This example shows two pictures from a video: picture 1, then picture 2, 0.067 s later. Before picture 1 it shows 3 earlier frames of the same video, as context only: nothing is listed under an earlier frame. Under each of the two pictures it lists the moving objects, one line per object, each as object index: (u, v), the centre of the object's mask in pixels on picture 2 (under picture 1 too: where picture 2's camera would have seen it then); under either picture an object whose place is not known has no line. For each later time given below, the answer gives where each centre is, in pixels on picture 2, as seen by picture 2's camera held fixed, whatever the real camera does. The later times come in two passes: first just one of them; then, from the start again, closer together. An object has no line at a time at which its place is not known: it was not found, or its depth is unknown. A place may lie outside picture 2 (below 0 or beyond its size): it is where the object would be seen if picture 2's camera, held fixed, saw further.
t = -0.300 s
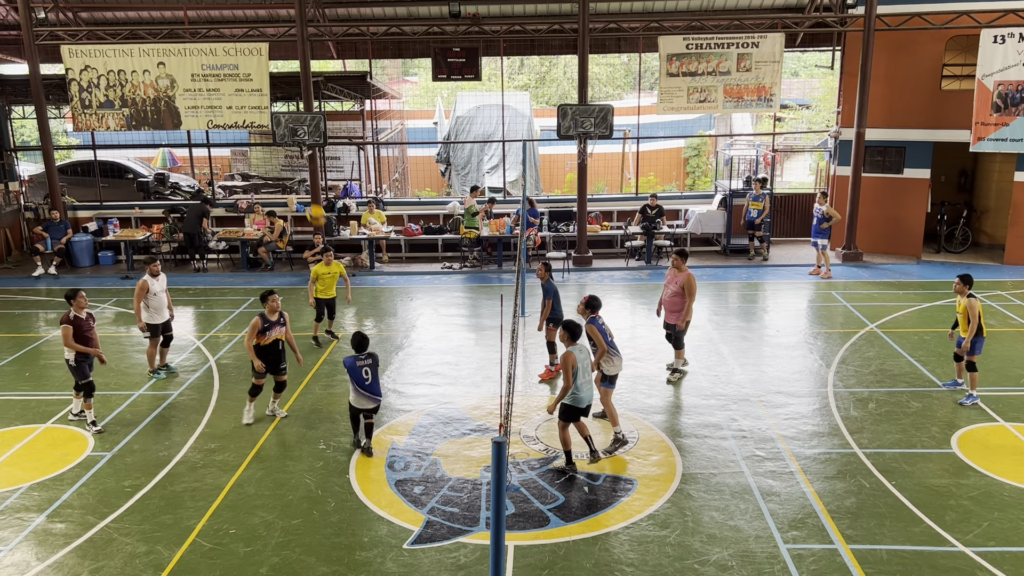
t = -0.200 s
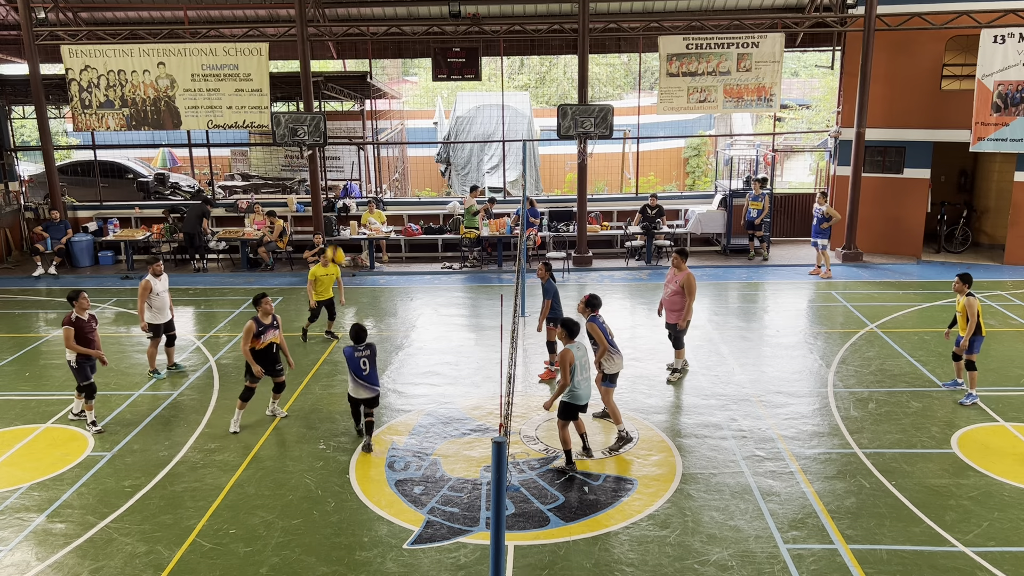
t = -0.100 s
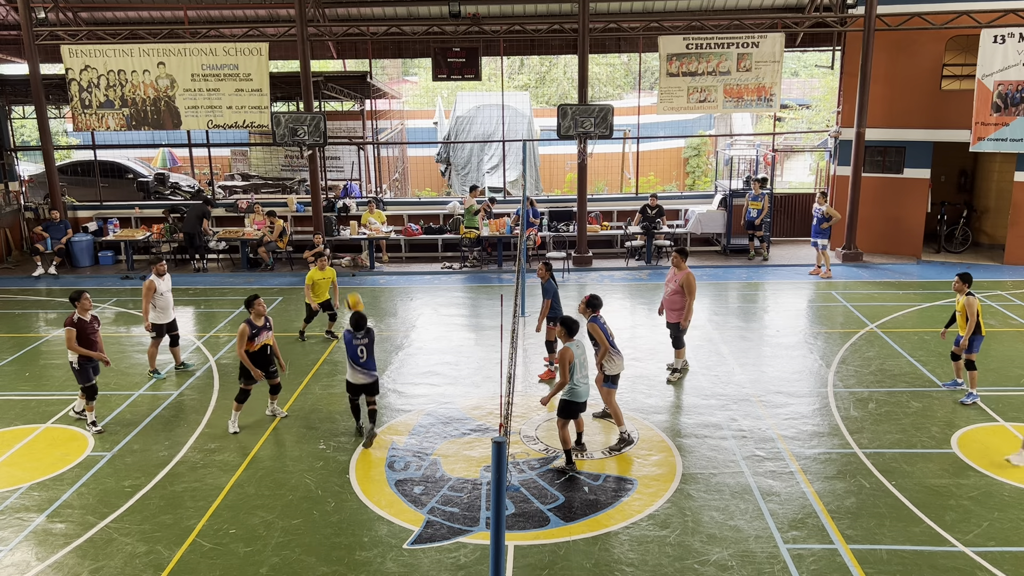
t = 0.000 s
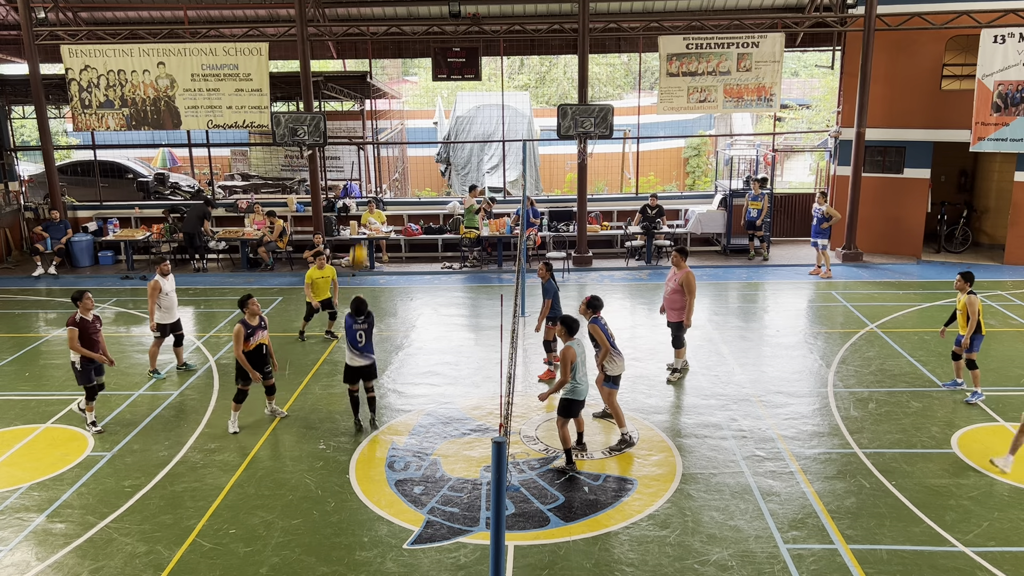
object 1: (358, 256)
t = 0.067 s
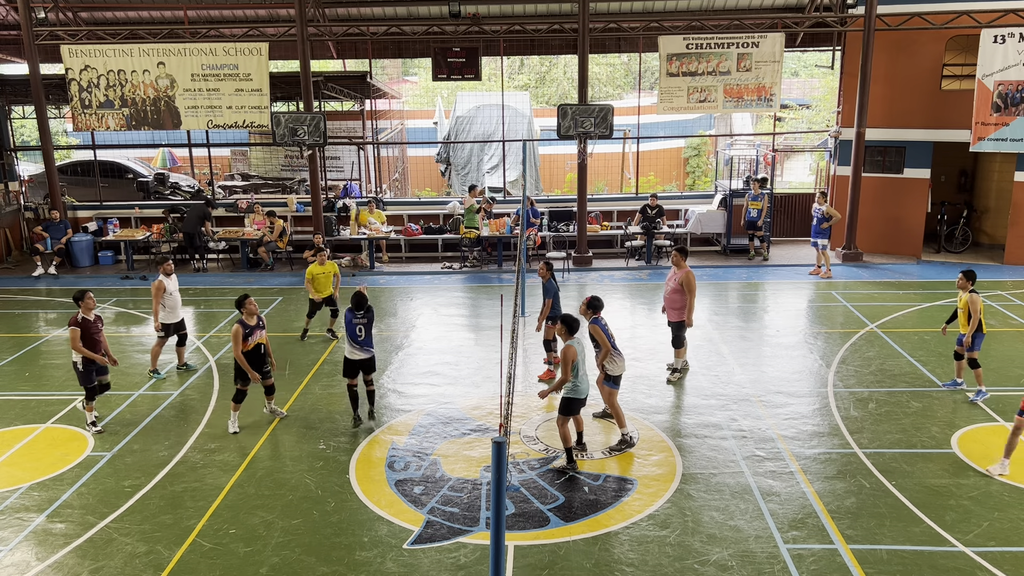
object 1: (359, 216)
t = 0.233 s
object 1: (362, 137)
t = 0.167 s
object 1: (362, 166)
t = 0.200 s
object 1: (362, 150)
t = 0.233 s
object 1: (362, 137)
